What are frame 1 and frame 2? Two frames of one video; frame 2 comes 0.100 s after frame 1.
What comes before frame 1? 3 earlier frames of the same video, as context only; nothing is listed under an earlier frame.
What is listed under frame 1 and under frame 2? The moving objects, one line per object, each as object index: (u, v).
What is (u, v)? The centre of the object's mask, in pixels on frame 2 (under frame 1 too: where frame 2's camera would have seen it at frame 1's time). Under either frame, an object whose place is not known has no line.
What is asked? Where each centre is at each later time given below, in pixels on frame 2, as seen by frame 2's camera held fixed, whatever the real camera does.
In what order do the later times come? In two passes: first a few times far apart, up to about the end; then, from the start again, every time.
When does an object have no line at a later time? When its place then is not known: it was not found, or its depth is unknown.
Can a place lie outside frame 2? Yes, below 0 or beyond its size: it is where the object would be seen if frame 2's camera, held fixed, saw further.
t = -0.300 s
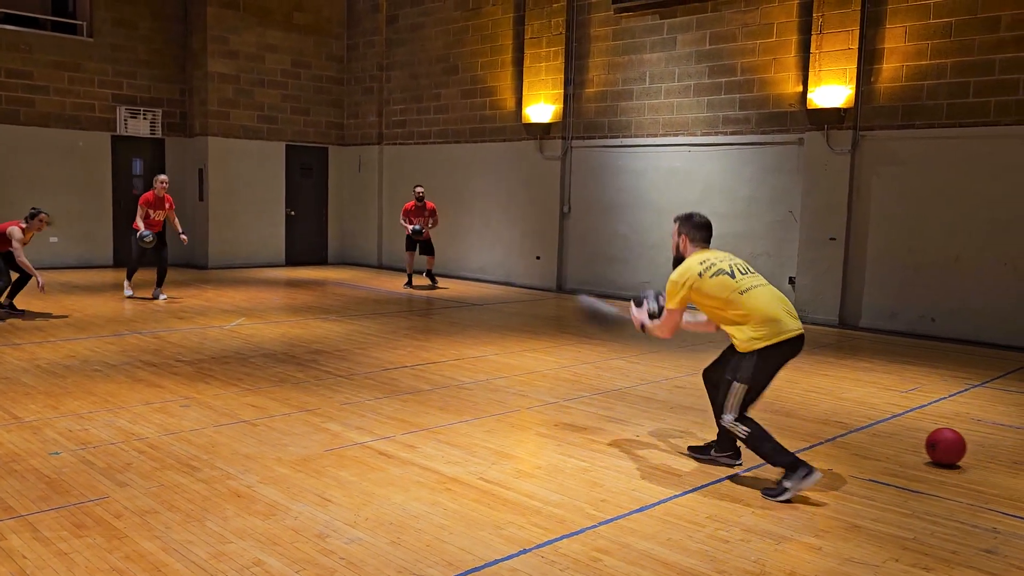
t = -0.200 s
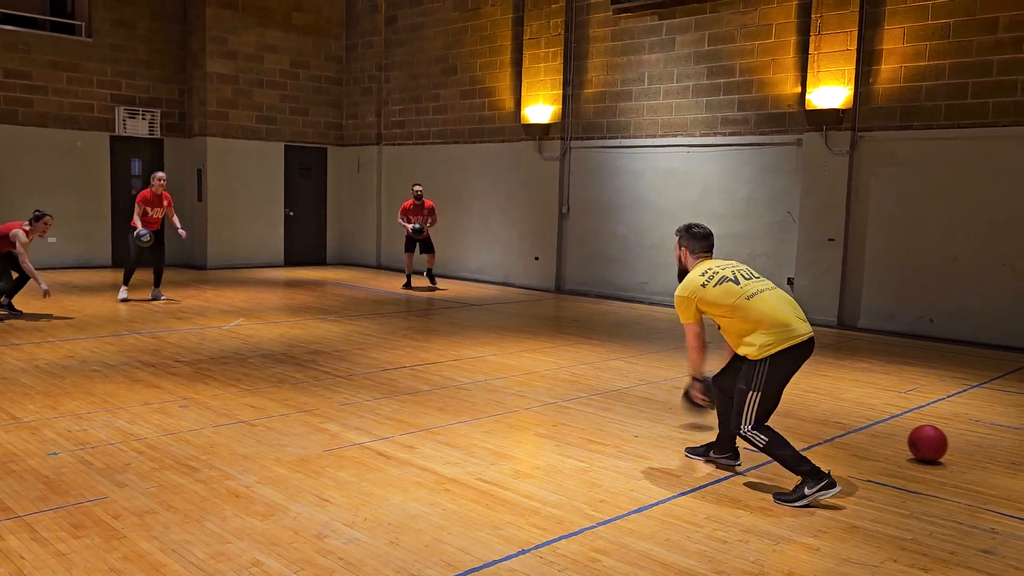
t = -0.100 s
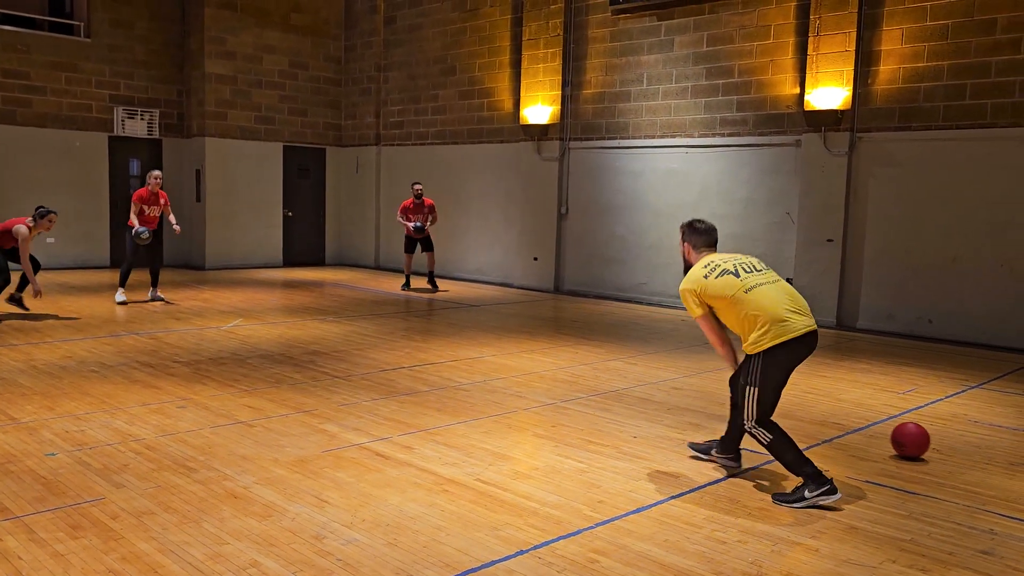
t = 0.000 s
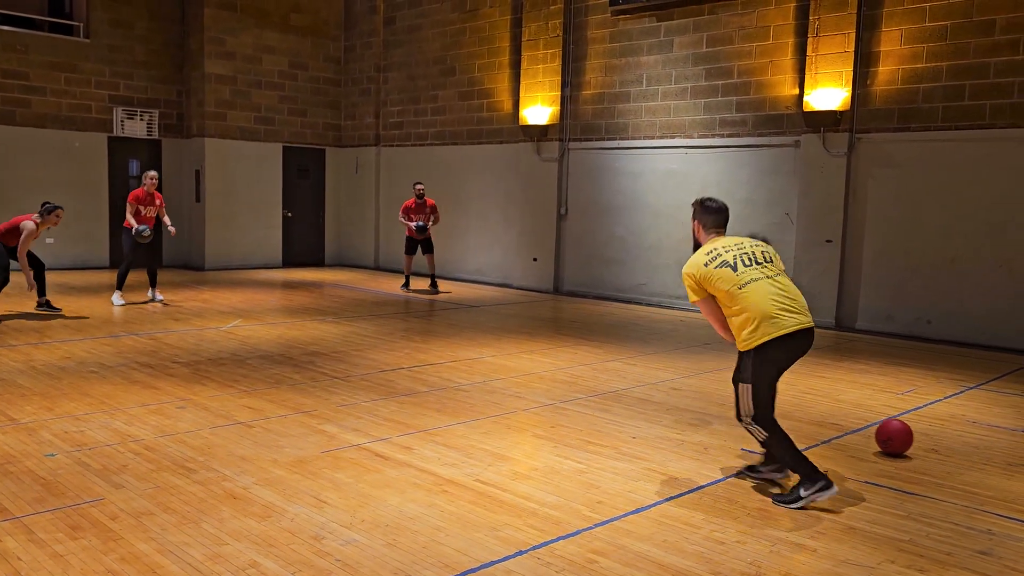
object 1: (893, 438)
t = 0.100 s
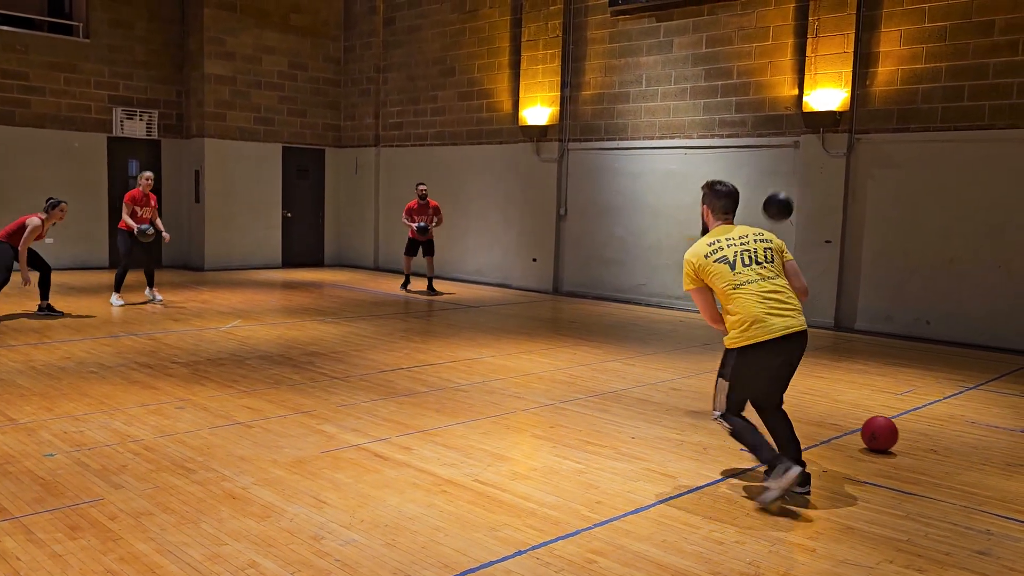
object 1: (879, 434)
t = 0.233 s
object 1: (862, 429)
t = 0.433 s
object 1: (838, 423)
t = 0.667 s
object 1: (814, 416)
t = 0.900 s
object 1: (791, 410)
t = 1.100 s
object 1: (774, 405)
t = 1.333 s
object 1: (757, 400)
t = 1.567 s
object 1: (741, 395)
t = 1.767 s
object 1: (729, 391)
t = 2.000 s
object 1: (716, 387)
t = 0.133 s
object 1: (875, 433)
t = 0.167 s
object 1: (871, 431)
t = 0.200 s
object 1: (866, 430)
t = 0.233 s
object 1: (862, 429)
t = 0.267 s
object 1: (858, 429)
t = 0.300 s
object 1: (854, 427)
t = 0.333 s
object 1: (850, 426)
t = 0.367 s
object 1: (846, 425)
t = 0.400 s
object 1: (842, 424)
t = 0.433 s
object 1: (838, 423)
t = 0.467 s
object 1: (835, 422)
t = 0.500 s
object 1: (831, 421)
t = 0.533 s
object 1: (828, 420)
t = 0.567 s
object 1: (824, 419)
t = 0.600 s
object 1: (820, 418)
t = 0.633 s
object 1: (817, 417)
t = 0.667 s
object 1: (814, 416)
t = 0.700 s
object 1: (810, 415)
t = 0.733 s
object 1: (806, 414)
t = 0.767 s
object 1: (803, 413)
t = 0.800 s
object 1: (800, 412)
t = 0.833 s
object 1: (797, 411)
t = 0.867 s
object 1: (794, 411)
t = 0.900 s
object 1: (791, 410)
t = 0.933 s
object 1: (788, 409)
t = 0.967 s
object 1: (785, 408)
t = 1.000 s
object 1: (782, 407)
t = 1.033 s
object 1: (780, 406)
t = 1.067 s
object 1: (777, 406)
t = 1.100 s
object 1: (774, 405)
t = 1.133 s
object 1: (772, 404)
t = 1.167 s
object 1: (769, 403)
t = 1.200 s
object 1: (767, 403)
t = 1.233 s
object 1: (764, 402)
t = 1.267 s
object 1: (762, 401)
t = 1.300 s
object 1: (759, 400)
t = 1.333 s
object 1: (757, 400)
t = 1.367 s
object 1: (755, 399)
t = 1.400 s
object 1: (752, 398)
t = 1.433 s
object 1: (750, 398)
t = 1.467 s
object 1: (748, 397)
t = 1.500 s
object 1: (746, 396)
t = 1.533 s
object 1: (743, 396)
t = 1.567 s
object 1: (741, 395)
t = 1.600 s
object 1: (739, 394)
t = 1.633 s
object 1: (737, 394)
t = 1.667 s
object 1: (735, 393)
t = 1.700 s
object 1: (733, 392)
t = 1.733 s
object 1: (731, 391)
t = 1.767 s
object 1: (729, 391)
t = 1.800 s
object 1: (727, 390)
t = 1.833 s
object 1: (725, 390)
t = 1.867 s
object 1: (723, 389)
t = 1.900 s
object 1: (721, 388)
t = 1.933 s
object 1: (719, 388)
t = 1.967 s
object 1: (718, 387)
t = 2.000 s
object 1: (716, 387)
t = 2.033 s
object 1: (714, 386)
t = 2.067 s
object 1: (713, 386)
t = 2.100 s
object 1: (711, 385)
